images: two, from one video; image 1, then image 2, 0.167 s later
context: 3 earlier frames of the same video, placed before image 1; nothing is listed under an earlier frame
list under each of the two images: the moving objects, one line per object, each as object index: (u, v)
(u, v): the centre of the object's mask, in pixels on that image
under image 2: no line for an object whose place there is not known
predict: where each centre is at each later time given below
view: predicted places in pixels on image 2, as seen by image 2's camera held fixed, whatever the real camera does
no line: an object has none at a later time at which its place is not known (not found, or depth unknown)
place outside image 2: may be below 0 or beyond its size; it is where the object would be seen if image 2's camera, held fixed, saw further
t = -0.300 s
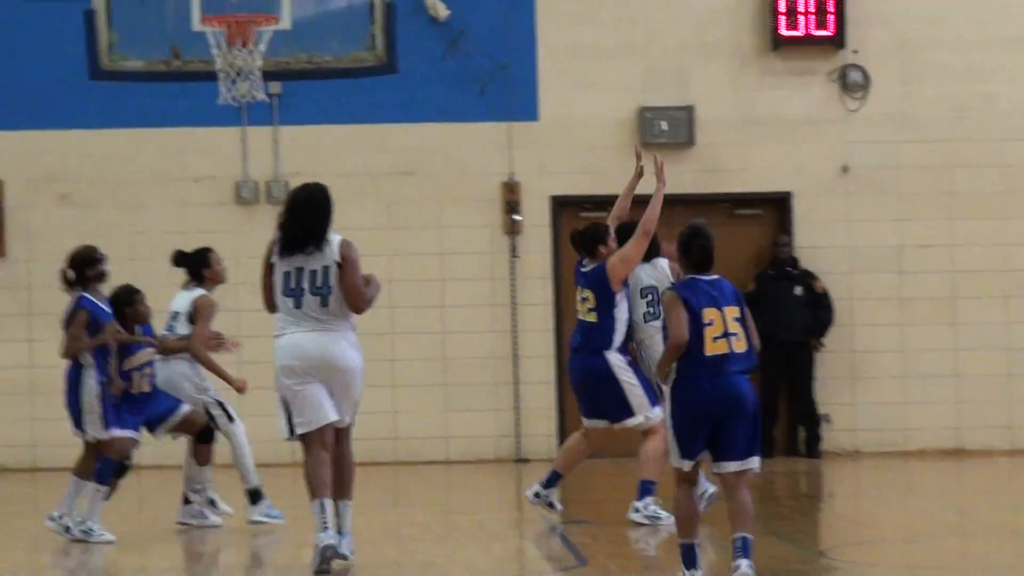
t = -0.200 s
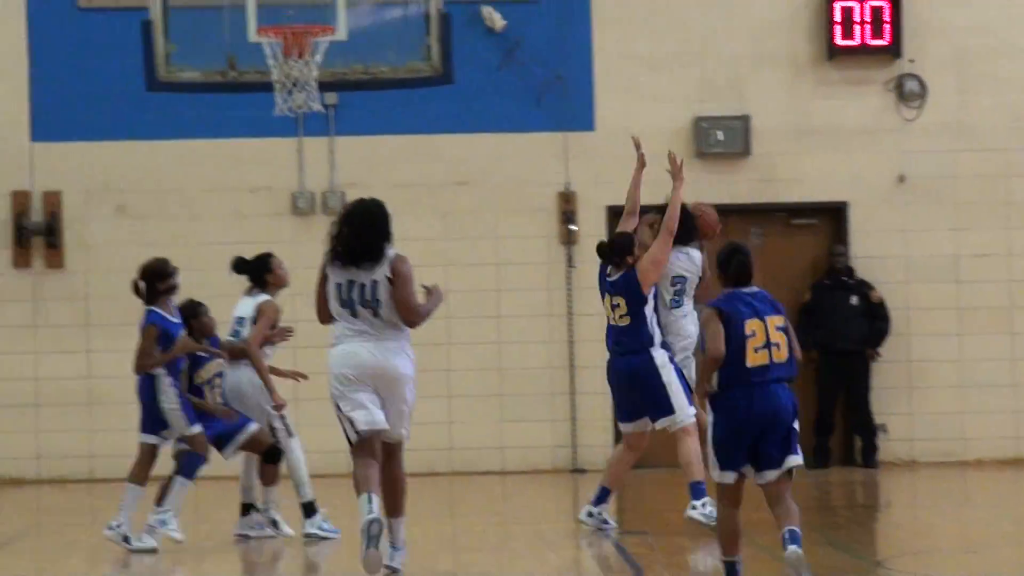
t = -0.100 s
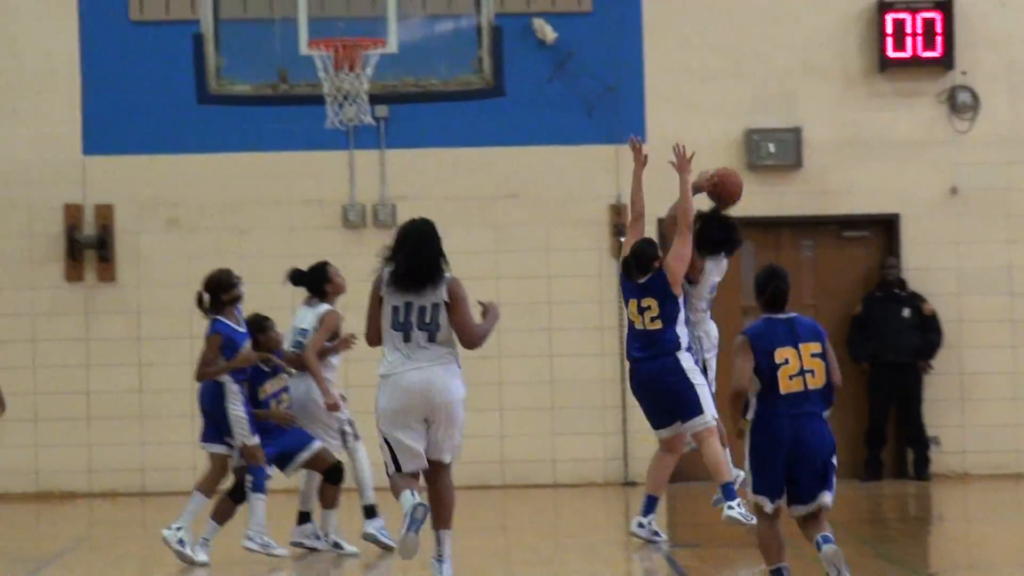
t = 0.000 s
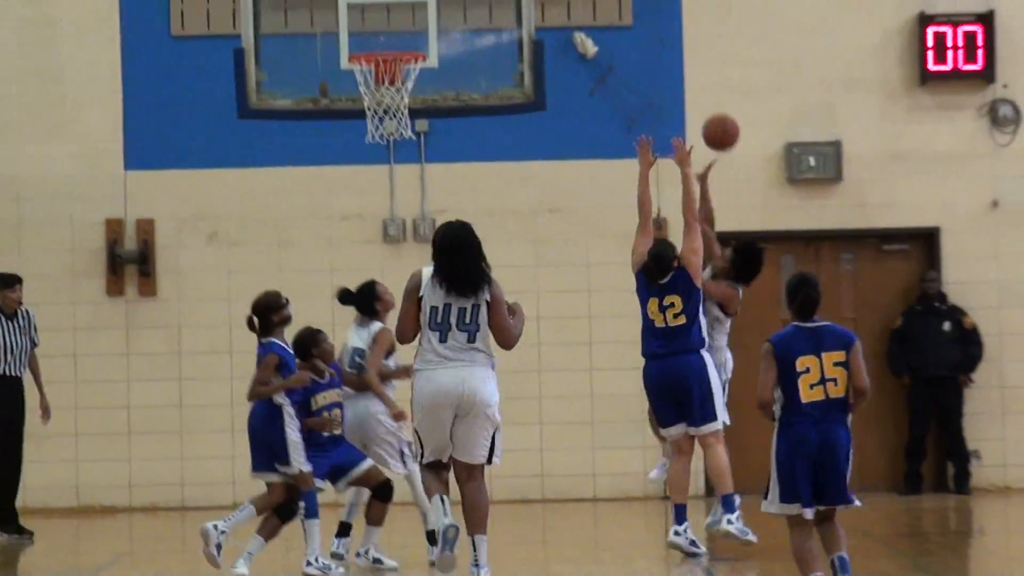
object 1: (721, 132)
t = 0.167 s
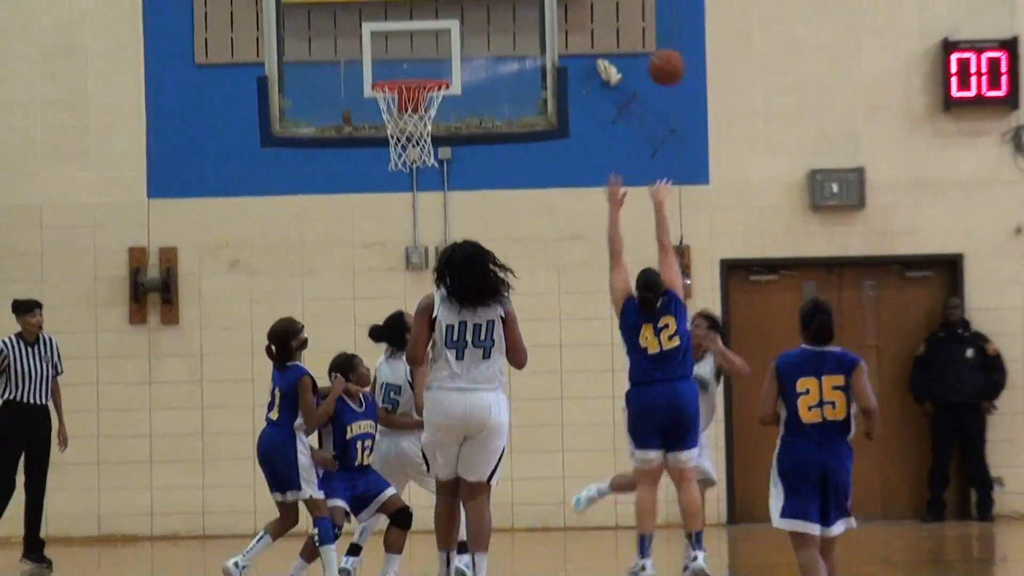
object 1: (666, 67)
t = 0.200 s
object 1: (651, 53)
